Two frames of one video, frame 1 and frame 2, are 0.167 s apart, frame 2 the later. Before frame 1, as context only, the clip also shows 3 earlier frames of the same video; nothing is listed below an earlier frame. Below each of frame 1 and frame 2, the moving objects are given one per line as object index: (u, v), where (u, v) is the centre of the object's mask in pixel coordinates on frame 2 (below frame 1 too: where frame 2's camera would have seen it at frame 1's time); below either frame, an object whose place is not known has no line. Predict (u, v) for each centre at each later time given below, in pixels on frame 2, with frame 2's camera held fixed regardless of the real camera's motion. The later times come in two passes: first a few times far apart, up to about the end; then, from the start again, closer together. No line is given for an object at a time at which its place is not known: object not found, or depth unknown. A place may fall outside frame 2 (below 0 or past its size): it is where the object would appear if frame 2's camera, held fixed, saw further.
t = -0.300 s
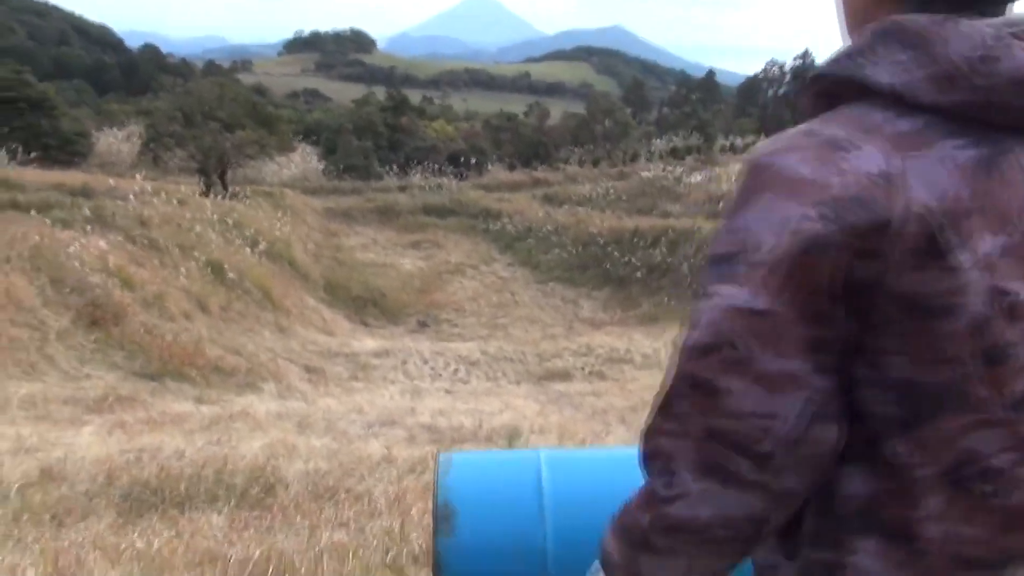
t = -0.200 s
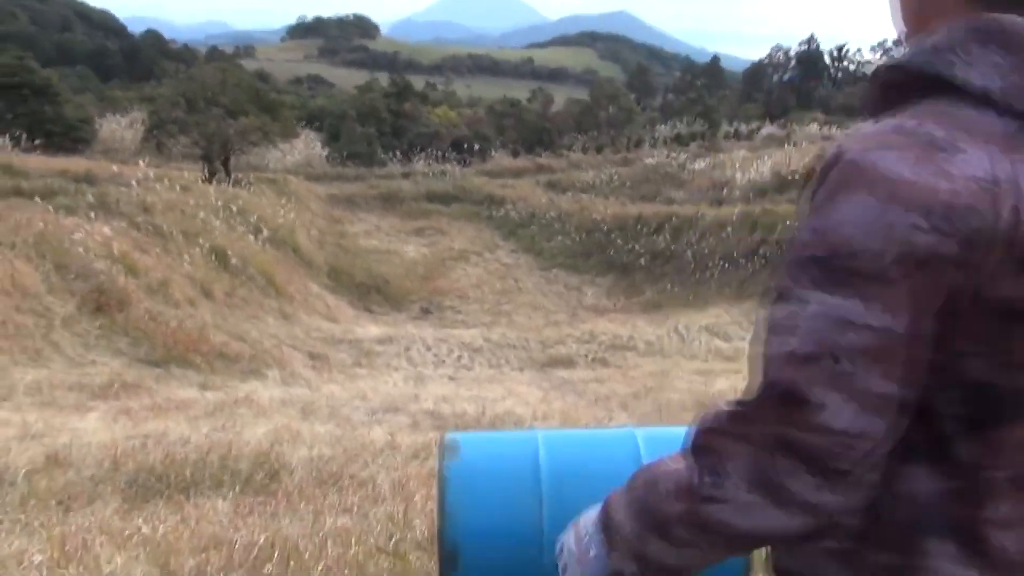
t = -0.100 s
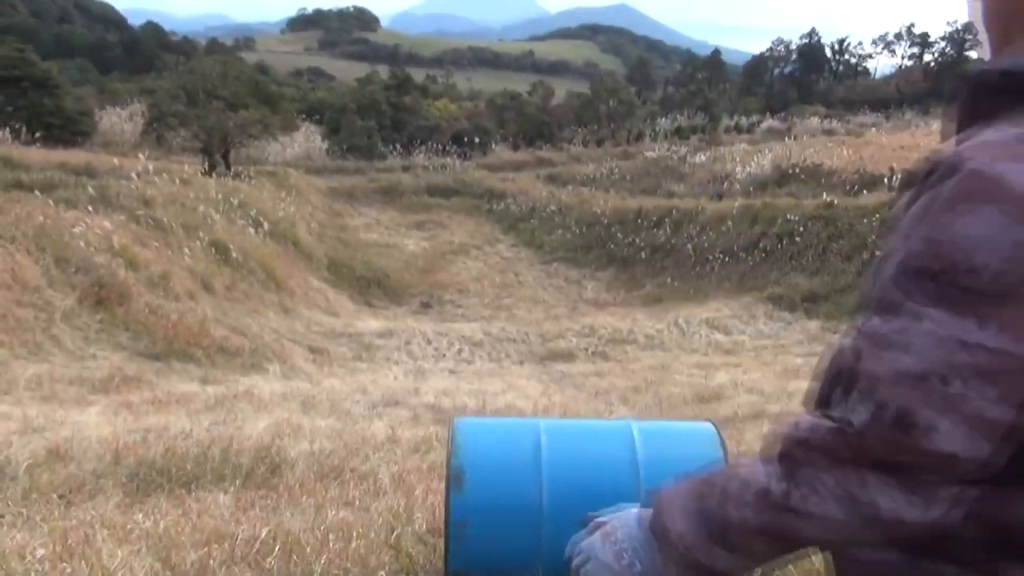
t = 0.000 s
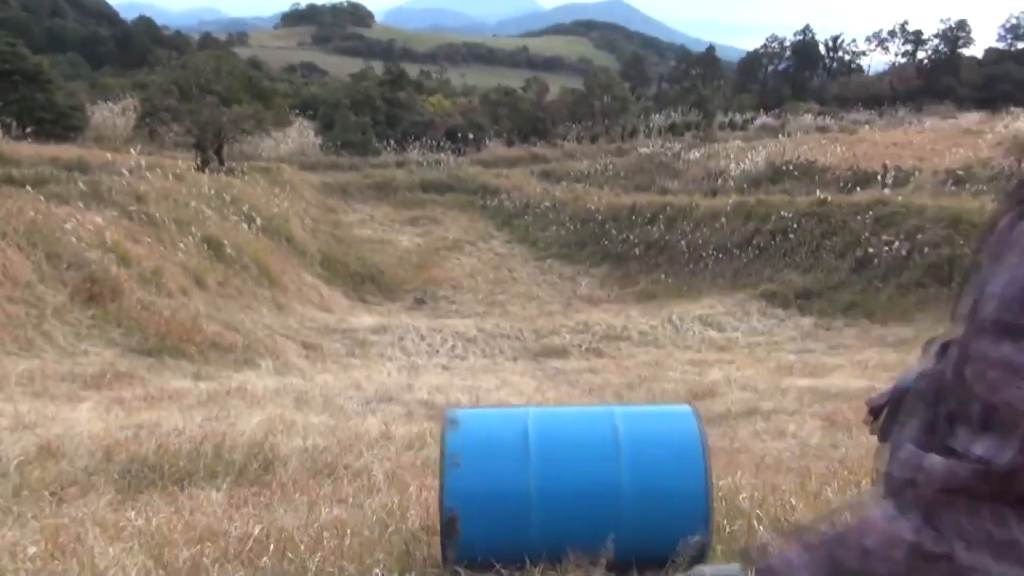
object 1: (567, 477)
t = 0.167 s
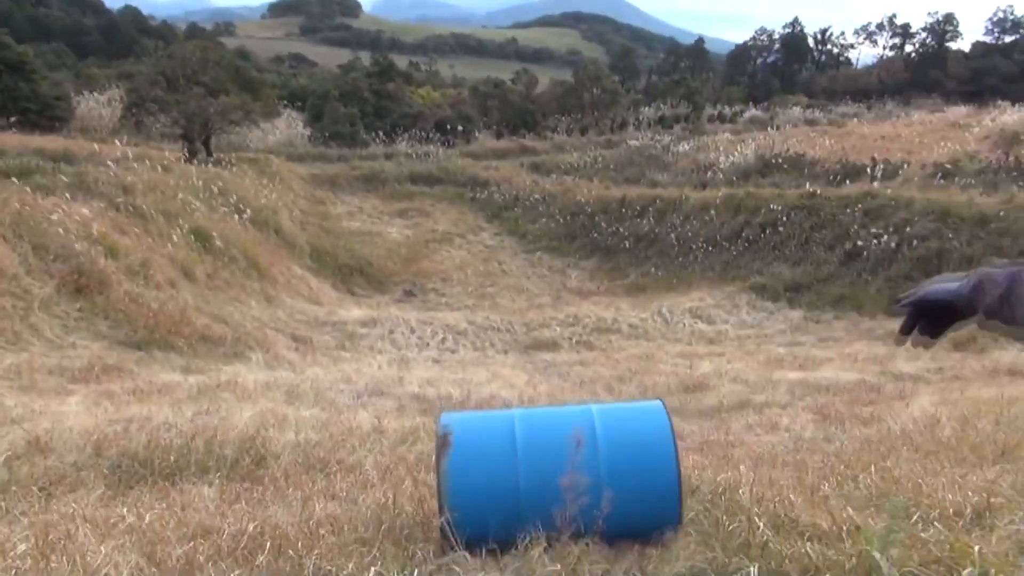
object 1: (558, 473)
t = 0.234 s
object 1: (555, 460)
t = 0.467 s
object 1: (548, 453)
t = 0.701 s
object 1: (536, 441)
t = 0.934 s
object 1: (533, 430)
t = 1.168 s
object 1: (525, 417)
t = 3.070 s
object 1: (500, 367)
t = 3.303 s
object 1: (494, 361)
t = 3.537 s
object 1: (490, 356)
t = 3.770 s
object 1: (488, 349)
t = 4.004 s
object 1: (488, 340)
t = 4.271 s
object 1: (490, 323)
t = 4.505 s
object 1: (496, 308)
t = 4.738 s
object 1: (501, 306)
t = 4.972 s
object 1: (503, 307)
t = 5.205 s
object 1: (503, 308)
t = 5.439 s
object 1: (503, 305)
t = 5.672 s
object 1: (503, 300)
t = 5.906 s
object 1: (506, 292)
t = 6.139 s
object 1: (513, 283)
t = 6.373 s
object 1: (519, 273)
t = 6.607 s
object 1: (526, 266)
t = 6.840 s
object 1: (532, 260)
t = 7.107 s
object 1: (538, 252)
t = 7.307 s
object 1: (542, 246)
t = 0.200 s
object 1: (556, 468)
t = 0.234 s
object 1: (555, 460)
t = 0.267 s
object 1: (555, 461)
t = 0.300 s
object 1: (551, 454)
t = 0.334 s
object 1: (552, 453)
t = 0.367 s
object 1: (552, 456)
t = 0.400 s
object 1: (549, 455)
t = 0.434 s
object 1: (548, 456)
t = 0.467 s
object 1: (548, 453)
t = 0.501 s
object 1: (548, 451)
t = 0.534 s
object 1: (547, 448)
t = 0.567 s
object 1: (545, 445)
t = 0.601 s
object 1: (544, 444)
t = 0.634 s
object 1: (543, 443)
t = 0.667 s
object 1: (541, 442)
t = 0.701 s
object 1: (536, 441)
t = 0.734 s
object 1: (534, 438)
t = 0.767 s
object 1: (534, 436)
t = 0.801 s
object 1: (534, 434)
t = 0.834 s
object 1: (534, 432)
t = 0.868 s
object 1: (534, 430)
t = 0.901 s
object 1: (533, 430)
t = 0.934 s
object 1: (533, 430)
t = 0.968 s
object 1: (531, 430)
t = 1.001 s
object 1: (529, 430)
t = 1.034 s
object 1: (527, 429)
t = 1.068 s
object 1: (526, 428)
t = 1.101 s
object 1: (525, 424)
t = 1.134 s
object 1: (525, 420)
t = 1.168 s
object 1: (525, 417)
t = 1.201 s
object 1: (525, 415)
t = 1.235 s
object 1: (525, 413)
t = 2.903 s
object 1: (501, 372)
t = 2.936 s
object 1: (500, 371)
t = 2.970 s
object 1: (500, 369)
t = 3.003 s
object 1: (500, 369)
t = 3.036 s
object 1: (500, 368)
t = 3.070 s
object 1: (500, 367)
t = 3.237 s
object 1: (497, 364)
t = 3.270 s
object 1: (495, 363)
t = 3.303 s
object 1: (494, 361)
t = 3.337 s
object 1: (494, 360)
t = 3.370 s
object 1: (493, 359)
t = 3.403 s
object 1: (492, 358)
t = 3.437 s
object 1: (492, 358)
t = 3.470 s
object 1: (491, 358)
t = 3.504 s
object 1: (491, 357)
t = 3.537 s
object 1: (490, 356)
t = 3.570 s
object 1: (490, 355)
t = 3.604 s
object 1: (490, 354)
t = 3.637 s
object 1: (489, 353)
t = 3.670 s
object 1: (489, 351)
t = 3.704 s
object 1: (489, 350)
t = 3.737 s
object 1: (489, 349)
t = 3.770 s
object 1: (488, 349)
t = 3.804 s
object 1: (488, 348)
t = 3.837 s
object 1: (488, 348)
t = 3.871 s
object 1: (488, 347)
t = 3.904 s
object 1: (487, 346)
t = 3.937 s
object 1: (487, 345)
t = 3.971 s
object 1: (487, 343)
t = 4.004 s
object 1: (488, 340)
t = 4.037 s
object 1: (488, 337)
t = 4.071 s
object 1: (488, 333)
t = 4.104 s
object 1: (488, 331)
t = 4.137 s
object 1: (488, 329)
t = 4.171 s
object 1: (489, 327)
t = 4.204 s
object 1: (489, 325)
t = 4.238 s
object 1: (489, 324)
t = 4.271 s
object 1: (490, 323)
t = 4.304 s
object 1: (490, 321)
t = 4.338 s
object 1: (492, 319)
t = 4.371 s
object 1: (493, 316)
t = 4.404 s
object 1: (493, 314)
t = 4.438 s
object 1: (494, 312)
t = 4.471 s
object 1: (495, 310)
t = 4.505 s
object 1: (496, 308)
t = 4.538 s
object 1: (497, 307)
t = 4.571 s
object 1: (497, 307)
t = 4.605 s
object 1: (498, 306)
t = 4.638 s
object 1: (499, 306)
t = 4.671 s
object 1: (500, 306)
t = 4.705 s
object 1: (500, 306)
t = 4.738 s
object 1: (501, 306)
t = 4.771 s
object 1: (502, 307)
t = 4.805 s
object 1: (502, 307)
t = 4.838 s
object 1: (503, 307)
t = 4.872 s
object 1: (503, 307)
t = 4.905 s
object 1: (503, 307)
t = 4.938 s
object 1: (503, 307)
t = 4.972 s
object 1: (503, 307)
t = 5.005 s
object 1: (504, 307)
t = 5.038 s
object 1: (504, 307)
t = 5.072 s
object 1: (504, 307)
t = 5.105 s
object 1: (503, 308)
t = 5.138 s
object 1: (503, 308)
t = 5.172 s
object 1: (503, 308)
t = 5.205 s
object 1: (503, 308)
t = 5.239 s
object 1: (502, 308)
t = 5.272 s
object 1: (502, 307)
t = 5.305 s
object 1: (502, 306)
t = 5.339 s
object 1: (502, 306)
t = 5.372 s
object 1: (503, 306)
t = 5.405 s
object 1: (502, 305)
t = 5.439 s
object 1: (503, 305)
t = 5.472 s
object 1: (503, 305)
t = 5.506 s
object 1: (503, 303)
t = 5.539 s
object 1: (503, 302)
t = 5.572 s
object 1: (503, 302)
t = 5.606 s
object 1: (503, 301)
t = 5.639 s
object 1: (503, 300)
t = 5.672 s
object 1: (503, 300)
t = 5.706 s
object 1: (503, 299)
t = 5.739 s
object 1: (503, 299)
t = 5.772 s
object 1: (504, 298)
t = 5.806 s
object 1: (505, 296)
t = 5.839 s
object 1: (505, 294)
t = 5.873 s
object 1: (506, 293)
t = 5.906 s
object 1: (506, 292)
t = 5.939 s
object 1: (508, 290)
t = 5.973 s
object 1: (508, 289)
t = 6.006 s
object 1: (509, 288)
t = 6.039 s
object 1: (510, 287)
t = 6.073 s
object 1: (511, 286)
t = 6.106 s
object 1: (512, 284)
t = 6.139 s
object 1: (513, 283)
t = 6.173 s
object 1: (513, 281)
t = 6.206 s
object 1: (514, 280)
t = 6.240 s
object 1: (515, 279)
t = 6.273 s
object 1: (516, 277)
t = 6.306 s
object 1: (517, 276)
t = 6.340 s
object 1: (518, 275)
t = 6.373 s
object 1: (519, 273)
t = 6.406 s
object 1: (520, 273)
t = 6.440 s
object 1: (521, 271)
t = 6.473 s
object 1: (522, 271)
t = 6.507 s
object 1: (523, 269)
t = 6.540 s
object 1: (523, 268)
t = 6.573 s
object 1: (524, 268)
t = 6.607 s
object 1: (526, 266)
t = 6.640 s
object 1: (527, 265)
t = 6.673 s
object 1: (527, 264)
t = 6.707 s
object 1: (528, 263)
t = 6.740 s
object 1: (529, 263)
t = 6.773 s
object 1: (530, 261)
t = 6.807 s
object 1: (531, 260)
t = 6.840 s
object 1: (532, 260)
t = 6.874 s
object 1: (533, 259)
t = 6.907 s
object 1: (533, 258)
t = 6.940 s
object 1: (535, 256)
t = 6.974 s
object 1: (535, 255)
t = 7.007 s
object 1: (536, 254)
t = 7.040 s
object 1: (536, 253)
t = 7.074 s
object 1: (537, 253)
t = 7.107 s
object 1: (538, 252)
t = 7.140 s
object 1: (539, 251)
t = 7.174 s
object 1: (540, 250)
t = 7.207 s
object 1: (540, 249)
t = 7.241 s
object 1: (541, 248)
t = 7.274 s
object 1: (541, 247)
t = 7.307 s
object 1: (542, 246)
